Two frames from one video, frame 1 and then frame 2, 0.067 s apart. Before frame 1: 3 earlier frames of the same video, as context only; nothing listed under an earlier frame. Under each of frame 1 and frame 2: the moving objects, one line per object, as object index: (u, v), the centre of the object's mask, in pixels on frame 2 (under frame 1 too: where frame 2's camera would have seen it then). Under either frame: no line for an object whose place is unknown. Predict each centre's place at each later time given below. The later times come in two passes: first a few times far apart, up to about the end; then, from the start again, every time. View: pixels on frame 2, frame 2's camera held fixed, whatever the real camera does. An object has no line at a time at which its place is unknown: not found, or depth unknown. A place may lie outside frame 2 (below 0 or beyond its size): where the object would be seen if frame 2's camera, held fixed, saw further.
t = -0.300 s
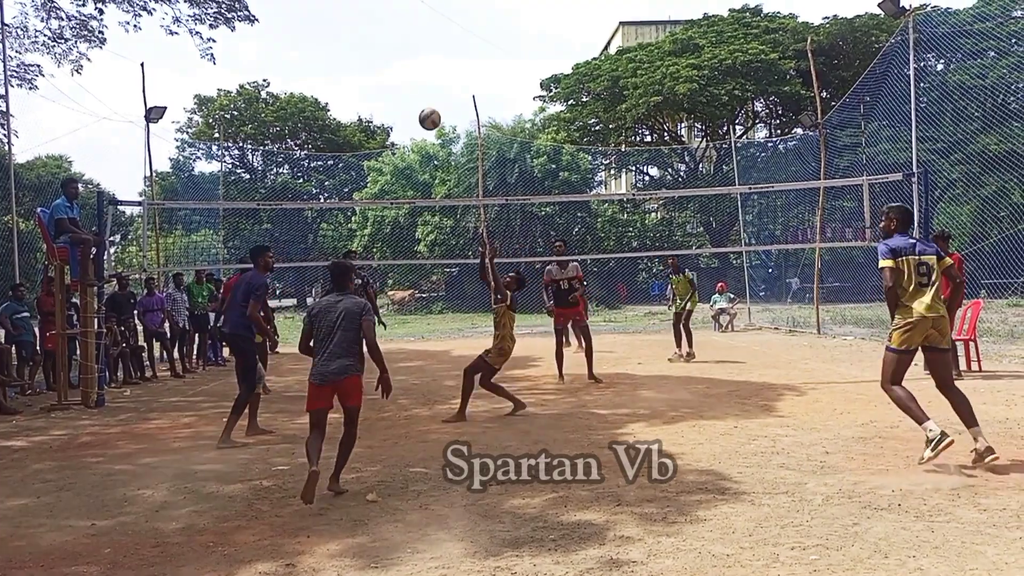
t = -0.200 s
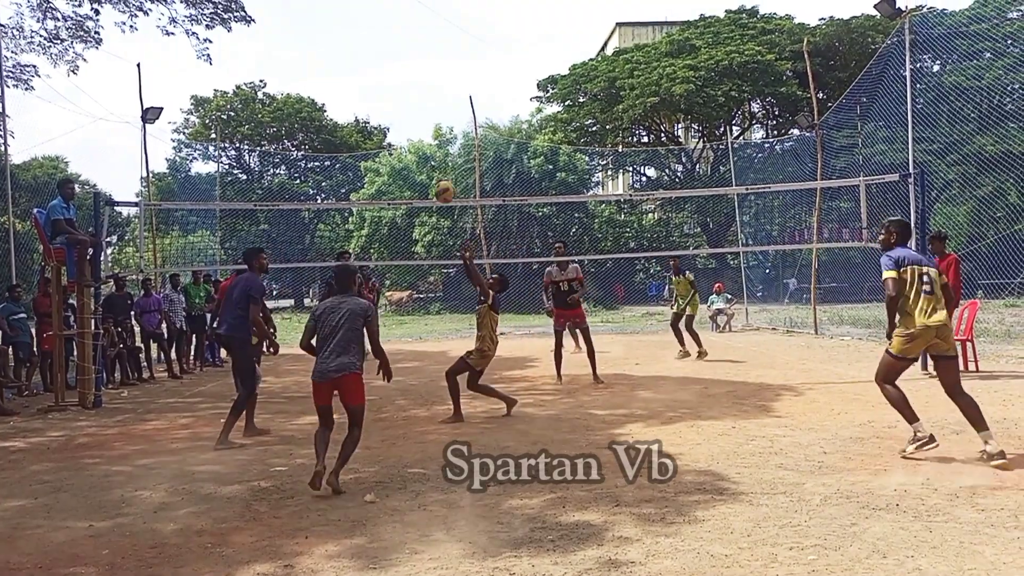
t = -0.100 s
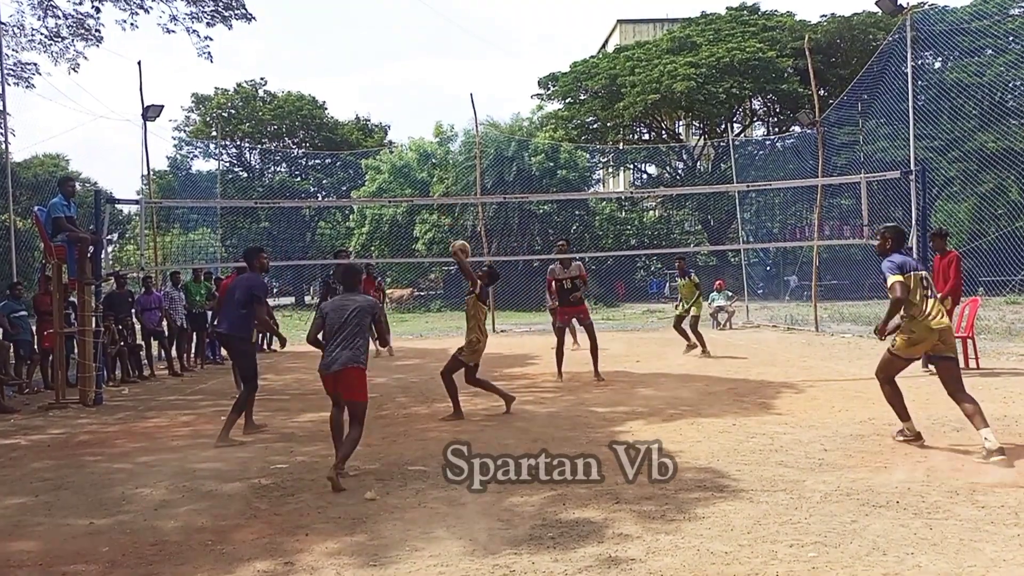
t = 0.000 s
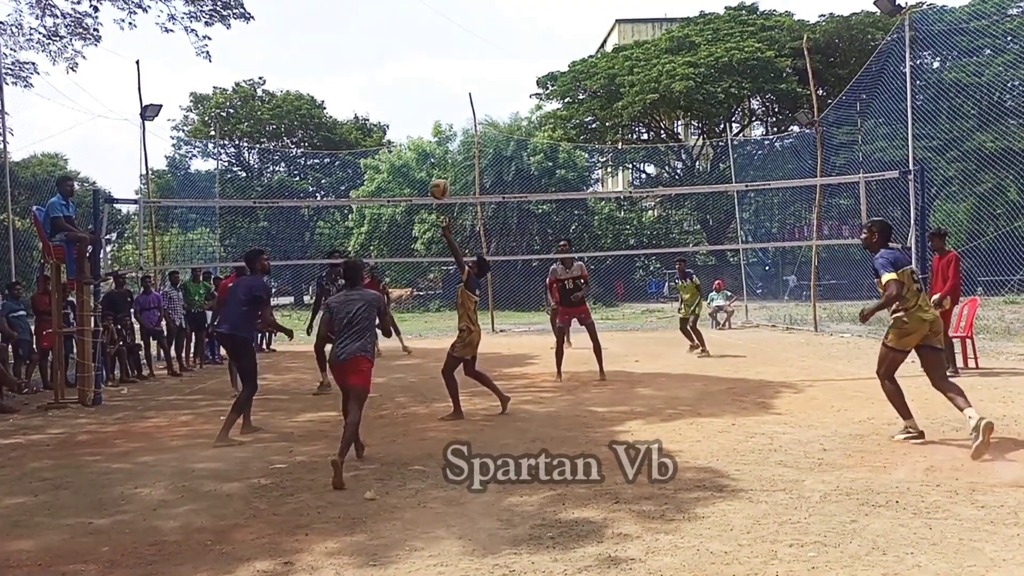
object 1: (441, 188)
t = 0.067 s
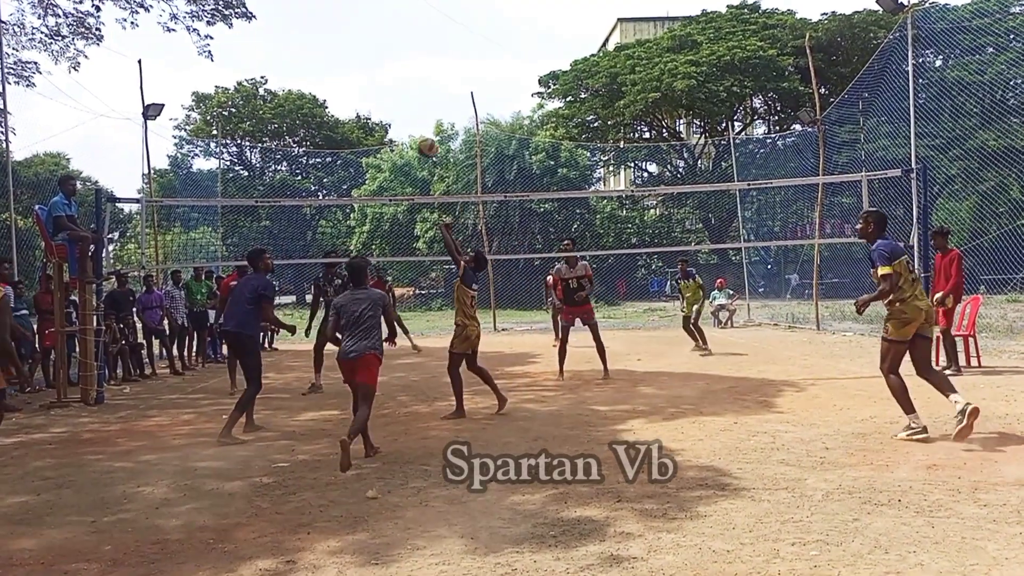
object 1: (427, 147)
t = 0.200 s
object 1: (400, 83)
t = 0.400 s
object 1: (364, 23)
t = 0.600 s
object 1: (333, 4)
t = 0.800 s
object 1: (307, 21)
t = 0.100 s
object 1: (420, 130)
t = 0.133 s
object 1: (414, 113)
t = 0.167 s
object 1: (407, 97)
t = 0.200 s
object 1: (400, 83)
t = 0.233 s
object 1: (394, 70)
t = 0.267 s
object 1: (388, 58)
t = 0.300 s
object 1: (382, 48)
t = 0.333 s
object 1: (376, 38)
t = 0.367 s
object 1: (370, 30)
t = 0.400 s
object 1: (364, 23)
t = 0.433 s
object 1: (358, 17)
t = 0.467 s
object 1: (353, 13)
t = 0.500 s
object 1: (348, 9)
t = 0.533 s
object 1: (343, 6)
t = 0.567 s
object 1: (338, 5)
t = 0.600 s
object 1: (333, 4)
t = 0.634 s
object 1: (328, 5)
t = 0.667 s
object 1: (324, 6)
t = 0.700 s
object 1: (319, 9)
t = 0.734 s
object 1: (315, 12)
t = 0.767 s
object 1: (311, 16)
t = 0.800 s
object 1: (307, 21)
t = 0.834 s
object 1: (303, 27)
